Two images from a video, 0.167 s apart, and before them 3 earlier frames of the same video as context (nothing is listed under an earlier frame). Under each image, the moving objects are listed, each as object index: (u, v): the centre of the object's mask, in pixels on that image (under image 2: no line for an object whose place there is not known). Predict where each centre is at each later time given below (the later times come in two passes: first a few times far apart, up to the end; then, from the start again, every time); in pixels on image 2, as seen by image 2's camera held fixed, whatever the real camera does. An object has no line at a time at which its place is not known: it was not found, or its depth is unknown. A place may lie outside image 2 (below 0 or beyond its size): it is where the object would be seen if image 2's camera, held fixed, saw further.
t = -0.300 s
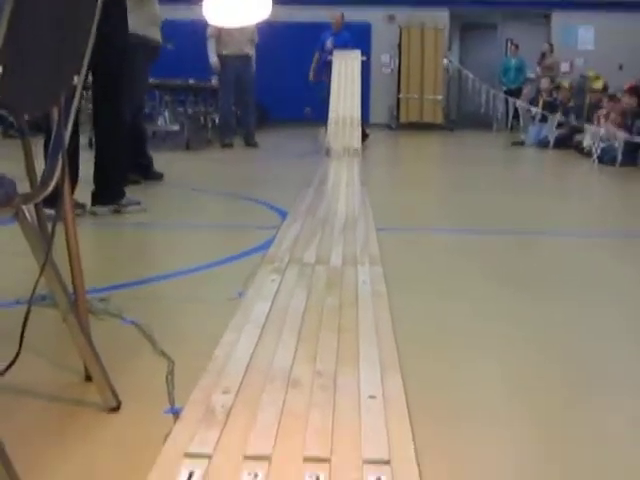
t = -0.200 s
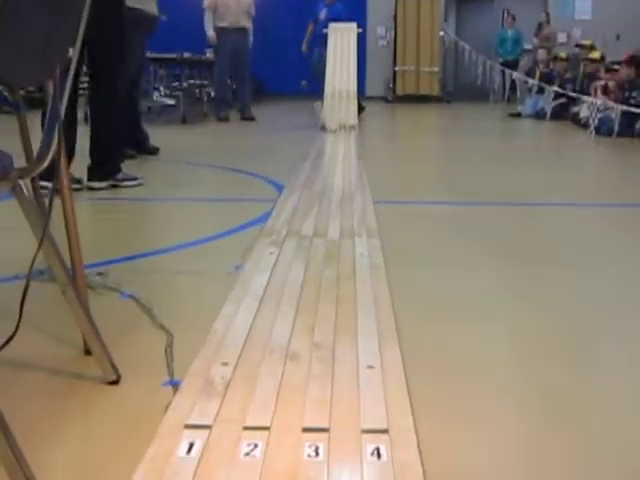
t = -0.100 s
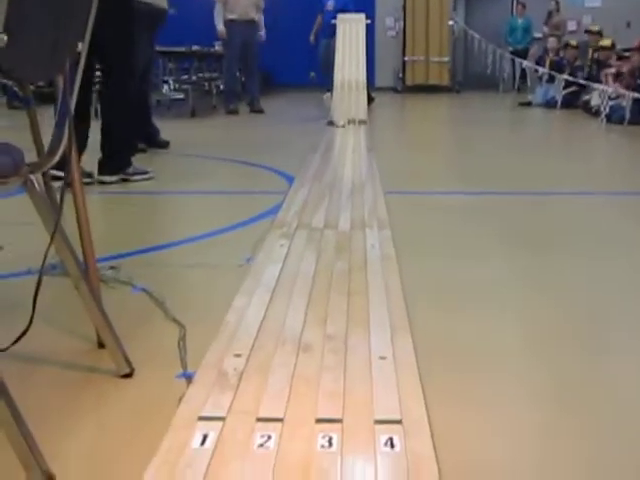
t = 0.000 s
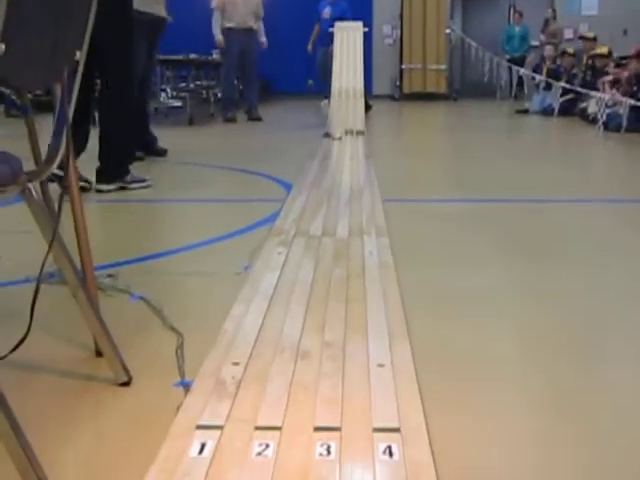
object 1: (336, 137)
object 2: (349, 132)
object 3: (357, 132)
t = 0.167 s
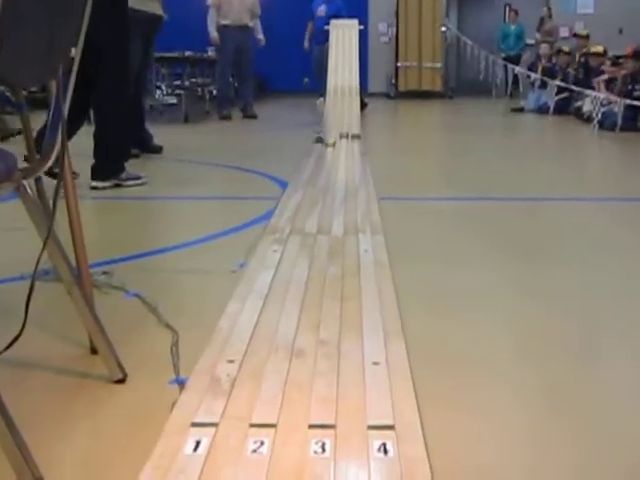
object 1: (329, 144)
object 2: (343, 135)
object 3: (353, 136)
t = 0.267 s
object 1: (327, 151)
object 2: (342, 140)
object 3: (350, 141)
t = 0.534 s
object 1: (320, 172)
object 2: (339, 152)
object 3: (348, 155)
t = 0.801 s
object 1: (309, 208)
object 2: (335, 169)
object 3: (346, 172)
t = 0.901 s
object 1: (305, 228)
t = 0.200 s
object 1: (329, 146)
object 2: (343, 137)
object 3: (351, 138)
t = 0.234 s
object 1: (328, 148)
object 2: (343, 139)
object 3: (351, 139)
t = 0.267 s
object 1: (327, 151)
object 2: (342, 140)
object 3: (350, 141)
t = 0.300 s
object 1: (326, 153)
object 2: (341, 142)
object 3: (350, 142)
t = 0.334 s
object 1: (325, 156)
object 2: (341, 143)
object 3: (350, 144)
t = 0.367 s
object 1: (325, 157)
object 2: (341, 145)
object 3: (350, 146)
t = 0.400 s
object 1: (324, 161)
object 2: (340, 146)
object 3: (349, 148)
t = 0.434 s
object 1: (323, 163)
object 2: (340, 147)
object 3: (349, 149)
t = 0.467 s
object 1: (322, 165)
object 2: (340, 149)
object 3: (348, 151)
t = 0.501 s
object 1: (321, 170)
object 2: (339, 152)
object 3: (349, 153)
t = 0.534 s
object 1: (320, 172)
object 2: (339, 152)
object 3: (348, 155)
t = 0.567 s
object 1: (319, 177)
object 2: (339, 155)
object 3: (348, 157)
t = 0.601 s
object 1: (318, 180)
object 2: (338, 157)
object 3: (347, 159)
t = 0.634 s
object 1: (317, 184)
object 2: (337, 158)
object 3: (347, 161)
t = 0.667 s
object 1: (316, 188)
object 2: (337, 161)
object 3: (347, 163)
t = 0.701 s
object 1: (315, 192)
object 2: (337, 163)
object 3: (347, 165)
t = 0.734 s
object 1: (313, 196)
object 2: (336, 164)
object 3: (347, 167)
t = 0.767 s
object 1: (312, 202)
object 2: (336, 167)
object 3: (346, 170)
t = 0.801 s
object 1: (309, 208)
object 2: (335, 169)
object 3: (346, 172)
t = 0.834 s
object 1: (309, 214)
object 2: (334, 171)
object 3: (346, 175)
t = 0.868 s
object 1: (306, 221)
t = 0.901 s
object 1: (305, 228)
